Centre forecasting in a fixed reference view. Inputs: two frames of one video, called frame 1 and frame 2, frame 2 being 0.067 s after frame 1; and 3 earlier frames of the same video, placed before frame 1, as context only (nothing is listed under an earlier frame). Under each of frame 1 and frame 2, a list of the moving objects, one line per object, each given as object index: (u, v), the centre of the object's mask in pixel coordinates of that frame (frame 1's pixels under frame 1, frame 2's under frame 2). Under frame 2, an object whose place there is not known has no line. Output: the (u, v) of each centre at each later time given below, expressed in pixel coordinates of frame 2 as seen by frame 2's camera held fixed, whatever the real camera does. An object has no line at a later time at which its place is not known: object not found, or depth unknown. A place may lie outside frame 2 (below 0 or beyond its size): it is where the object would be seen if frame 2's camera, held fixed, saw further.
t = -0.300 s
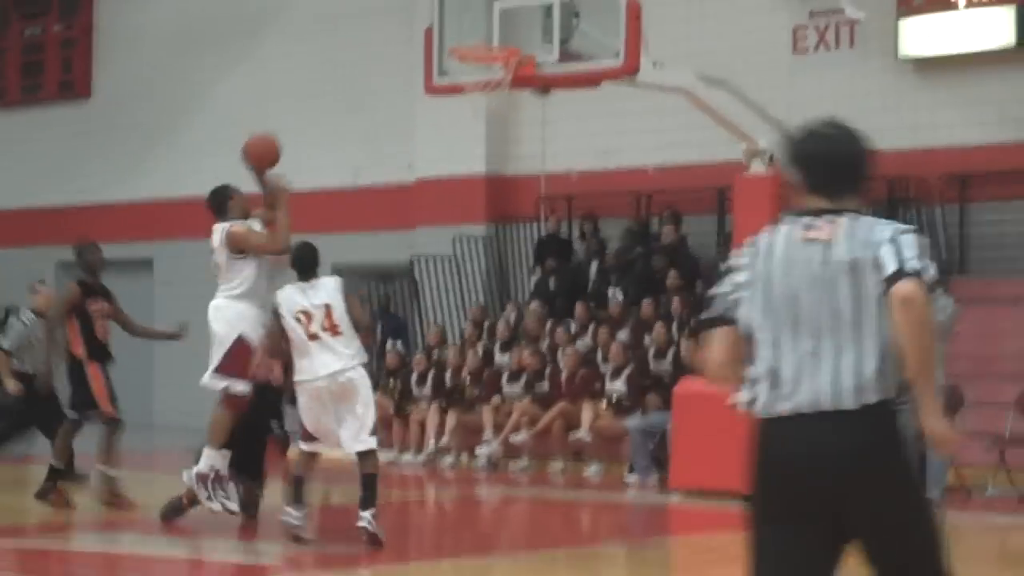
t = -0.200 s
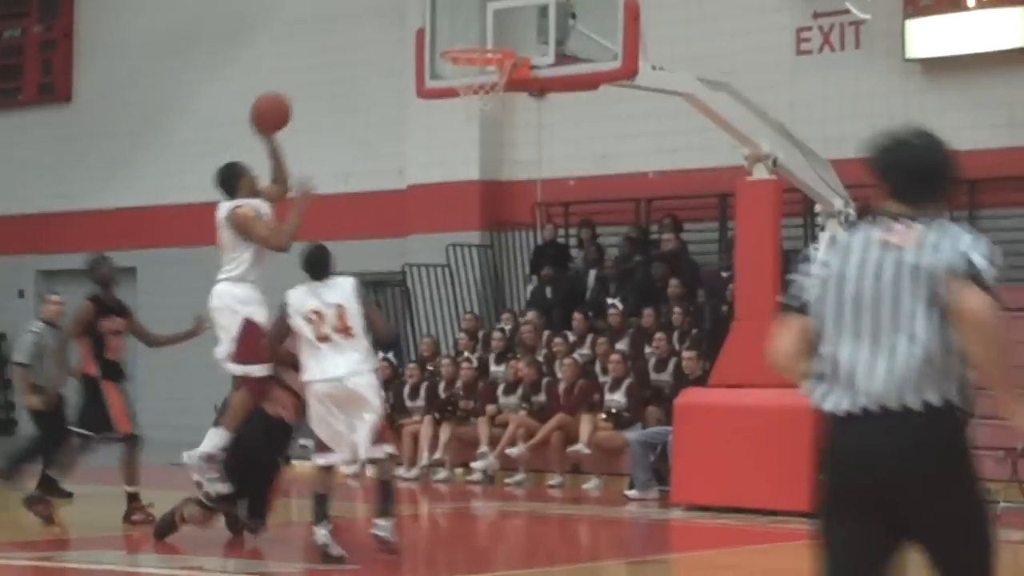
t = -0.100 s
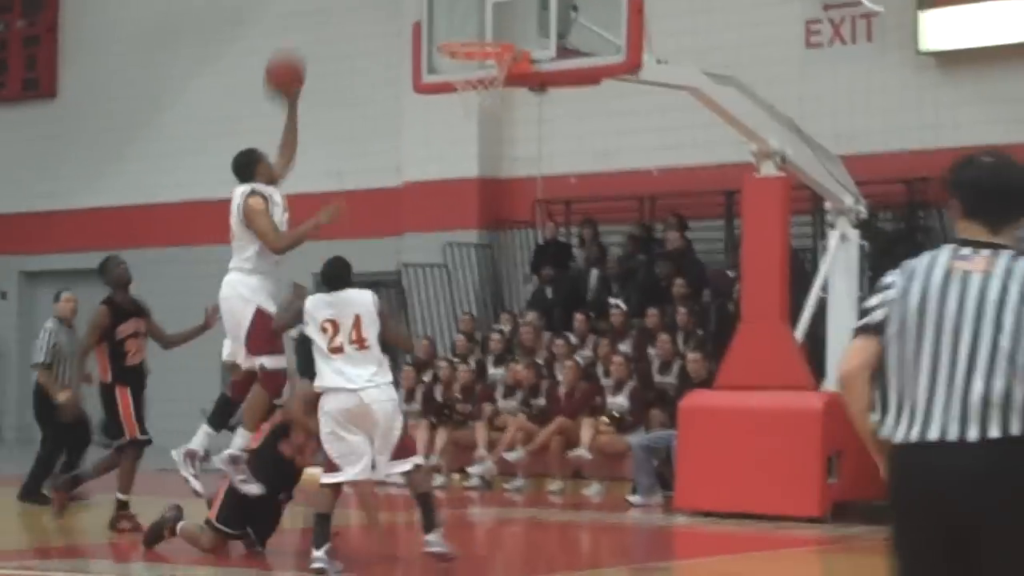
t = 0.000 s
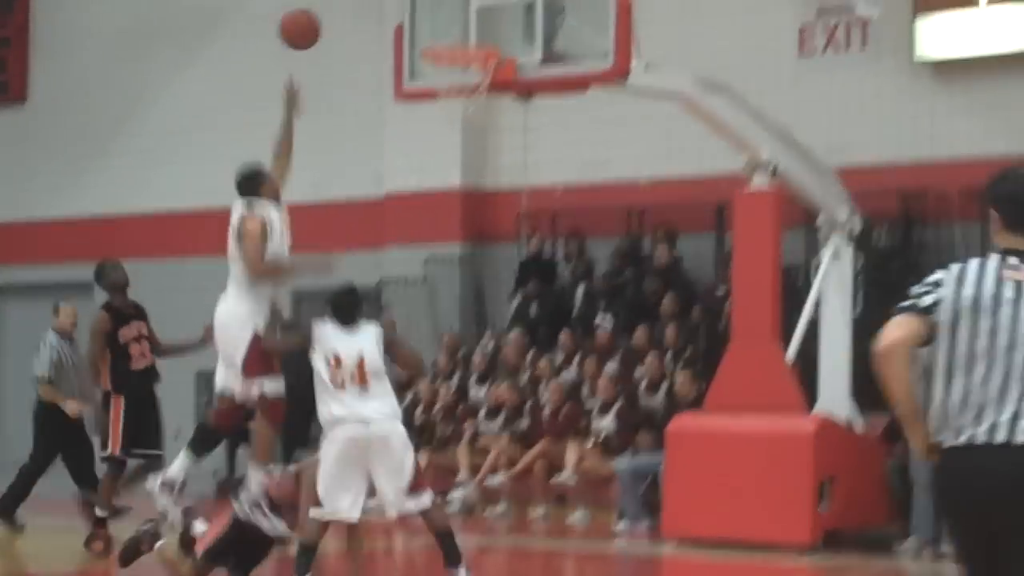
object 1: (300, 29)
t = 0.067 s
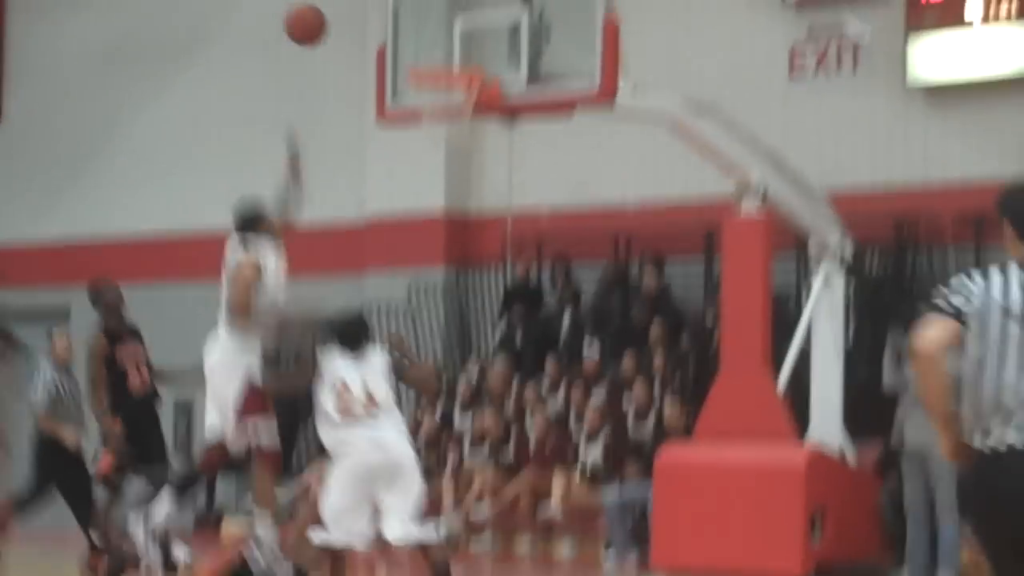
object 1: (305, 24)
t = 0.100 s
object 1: (318, 15)
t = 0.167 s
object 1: (341, 4)
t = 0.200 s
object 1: (355, 0)
